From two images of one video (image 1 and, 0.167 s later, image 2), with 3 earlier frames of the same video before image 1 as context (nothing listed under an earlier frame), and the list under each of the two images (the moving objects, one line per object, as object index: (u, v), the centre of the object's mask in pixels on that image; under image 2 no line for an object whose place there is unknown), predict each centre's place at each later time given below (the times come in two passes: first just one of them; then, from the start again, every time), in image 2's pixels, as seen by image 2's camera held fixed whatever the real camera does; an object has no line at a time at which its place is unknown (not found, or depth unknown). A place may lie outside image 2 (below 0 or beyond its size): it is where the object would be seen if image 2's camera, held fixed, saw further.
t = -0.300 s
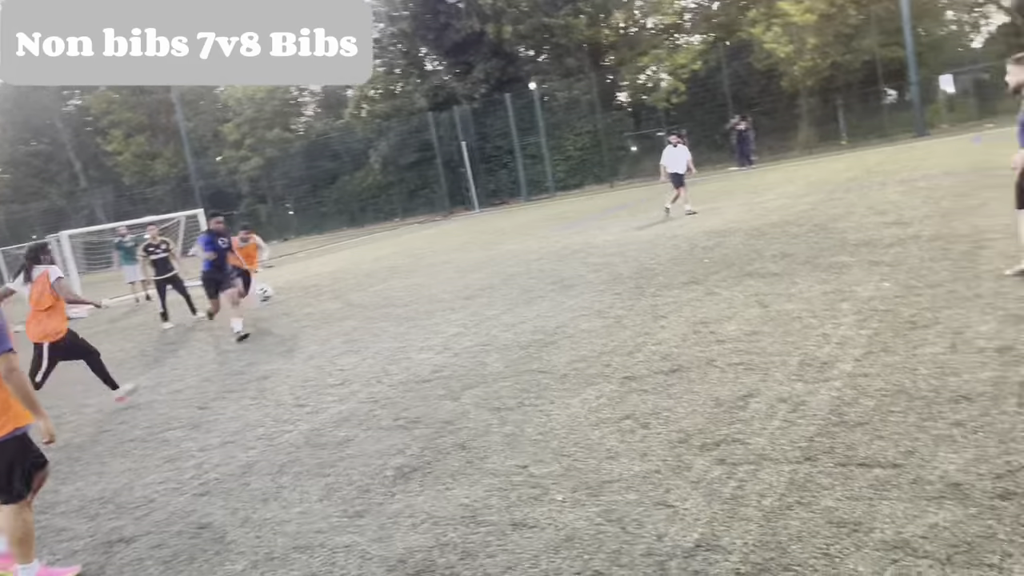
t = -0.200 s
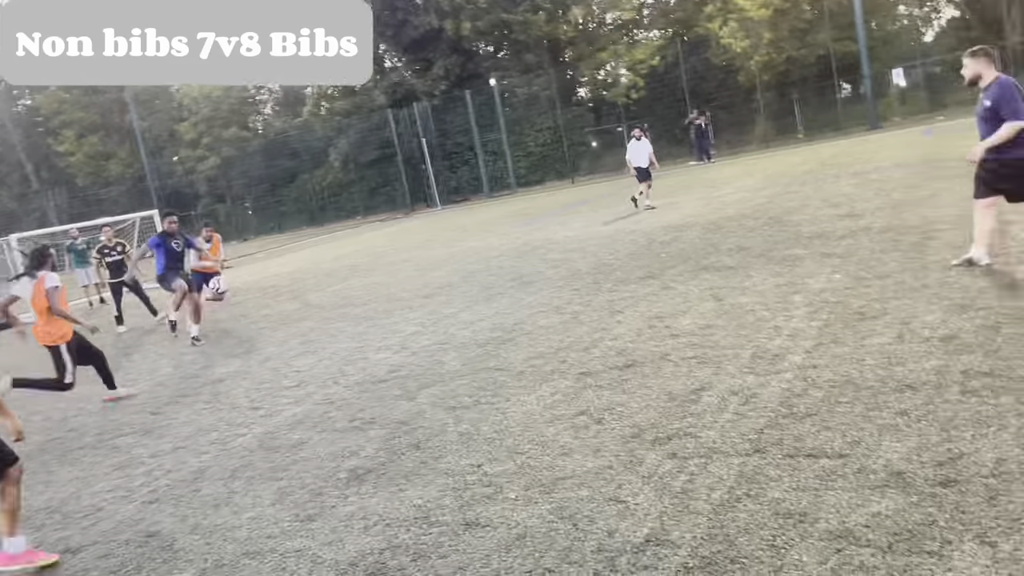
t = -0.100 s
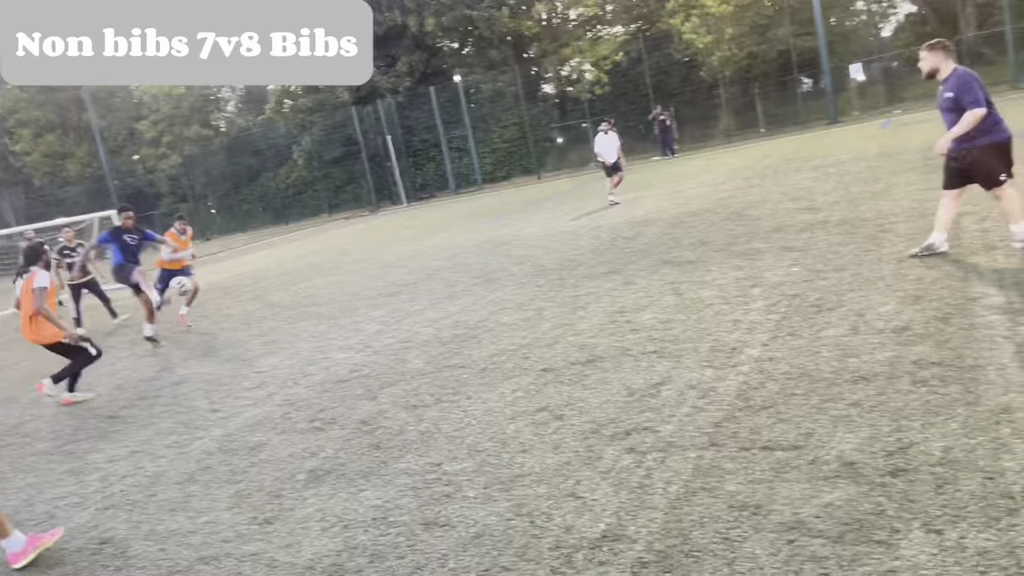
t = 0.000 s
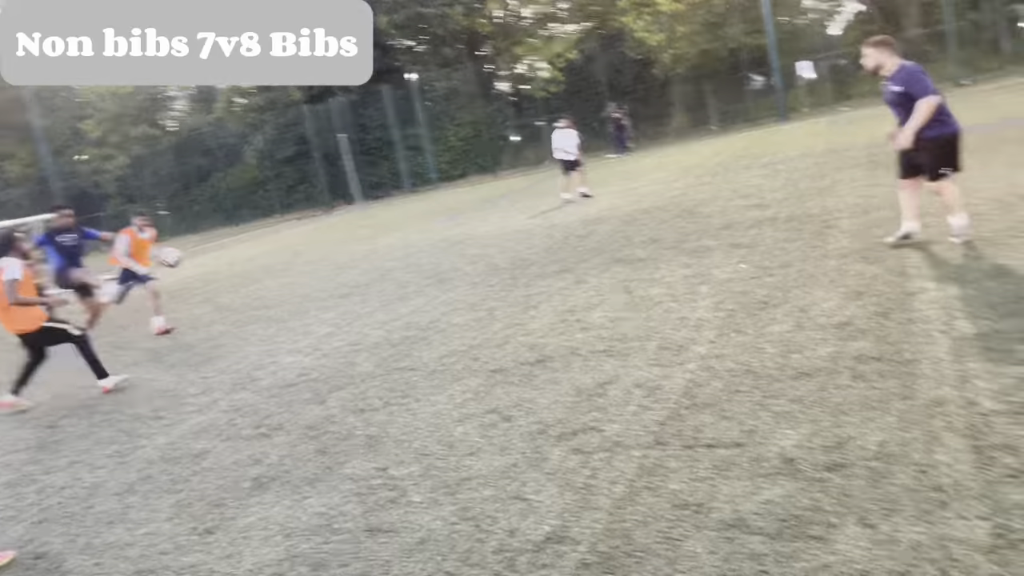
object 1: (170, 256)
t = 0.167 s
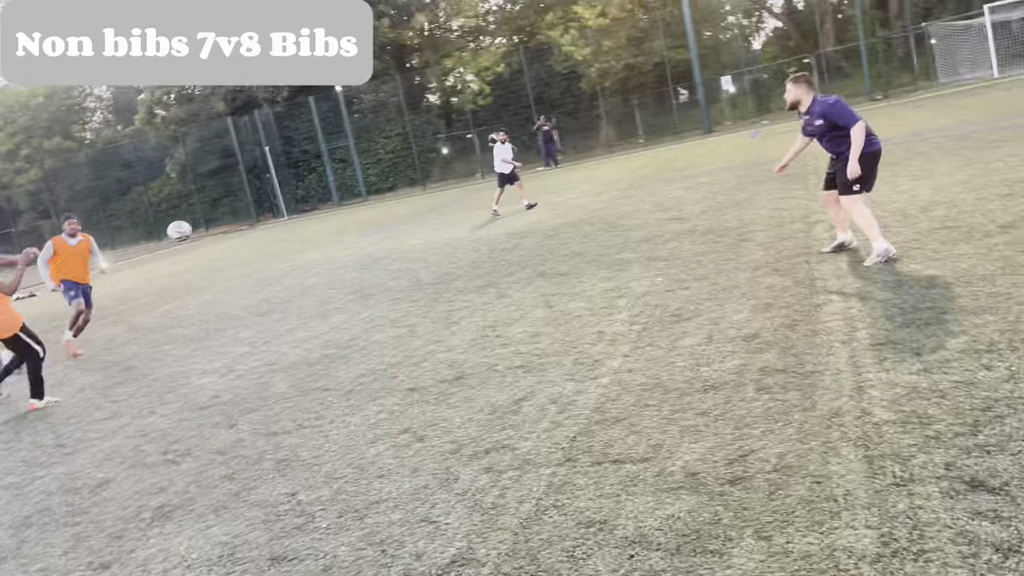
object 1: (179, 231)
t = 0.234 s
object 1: (217, 221)
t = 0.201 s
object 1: (198, 226)
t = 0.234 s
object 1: (217, 221)
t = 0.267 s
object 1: (237, 218)
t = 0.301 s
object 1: (256, 214)
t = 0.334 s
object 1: (276, 214)
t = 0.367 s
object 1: (296, 215)
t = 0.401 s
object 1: (316, 215)
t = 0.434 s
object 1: (337, 217)
